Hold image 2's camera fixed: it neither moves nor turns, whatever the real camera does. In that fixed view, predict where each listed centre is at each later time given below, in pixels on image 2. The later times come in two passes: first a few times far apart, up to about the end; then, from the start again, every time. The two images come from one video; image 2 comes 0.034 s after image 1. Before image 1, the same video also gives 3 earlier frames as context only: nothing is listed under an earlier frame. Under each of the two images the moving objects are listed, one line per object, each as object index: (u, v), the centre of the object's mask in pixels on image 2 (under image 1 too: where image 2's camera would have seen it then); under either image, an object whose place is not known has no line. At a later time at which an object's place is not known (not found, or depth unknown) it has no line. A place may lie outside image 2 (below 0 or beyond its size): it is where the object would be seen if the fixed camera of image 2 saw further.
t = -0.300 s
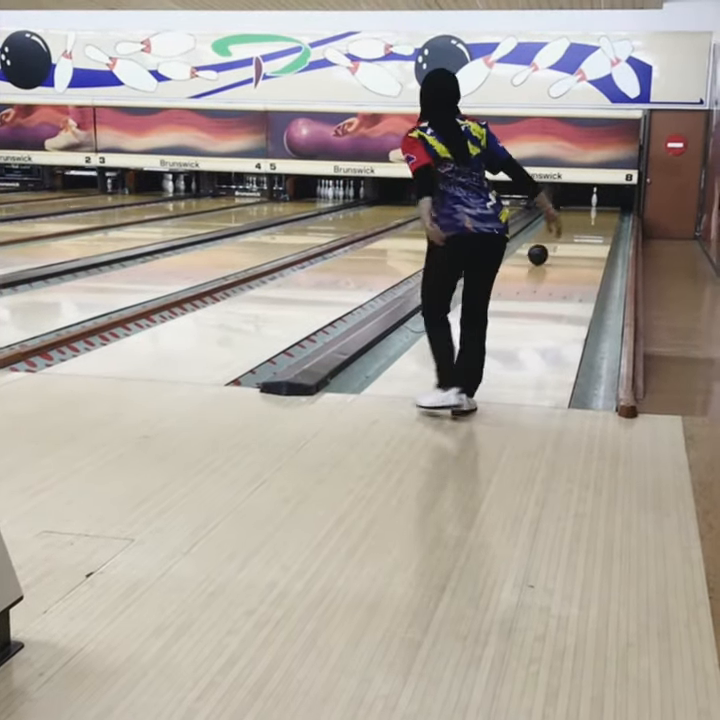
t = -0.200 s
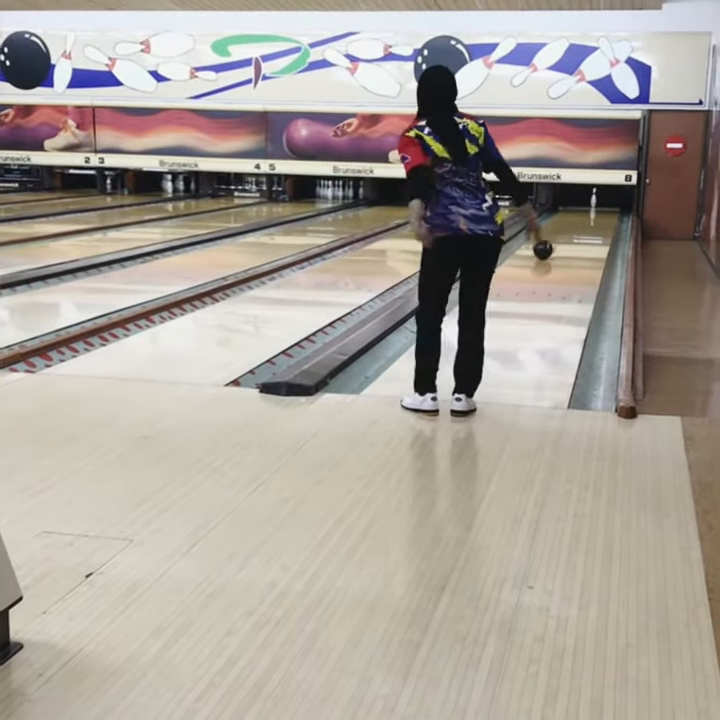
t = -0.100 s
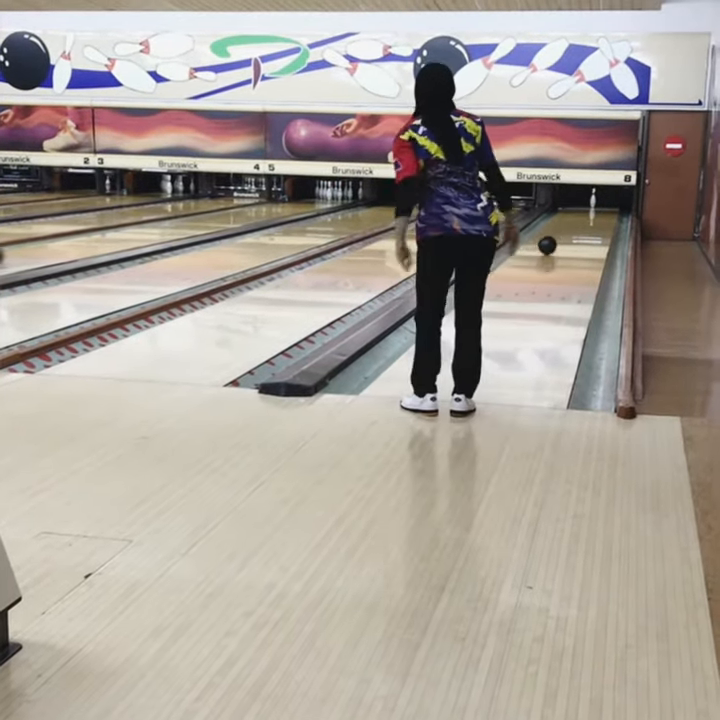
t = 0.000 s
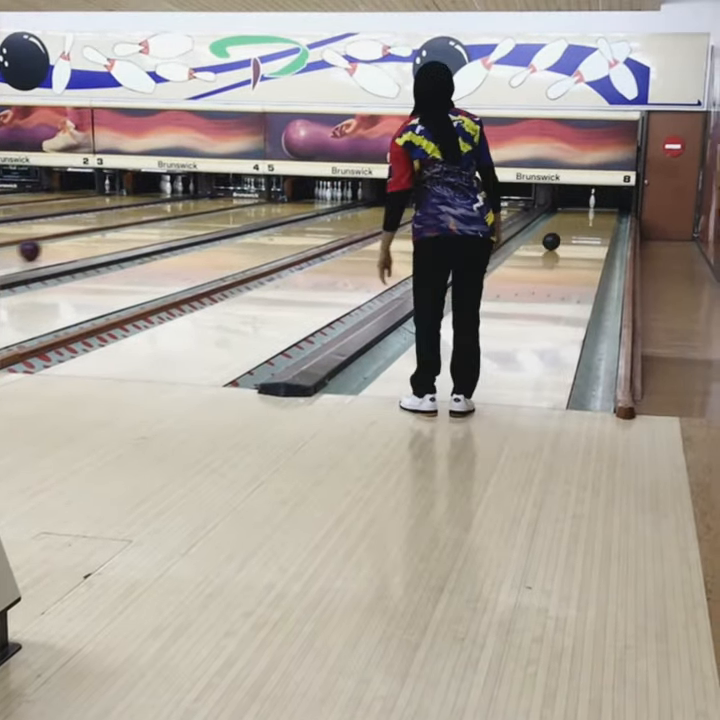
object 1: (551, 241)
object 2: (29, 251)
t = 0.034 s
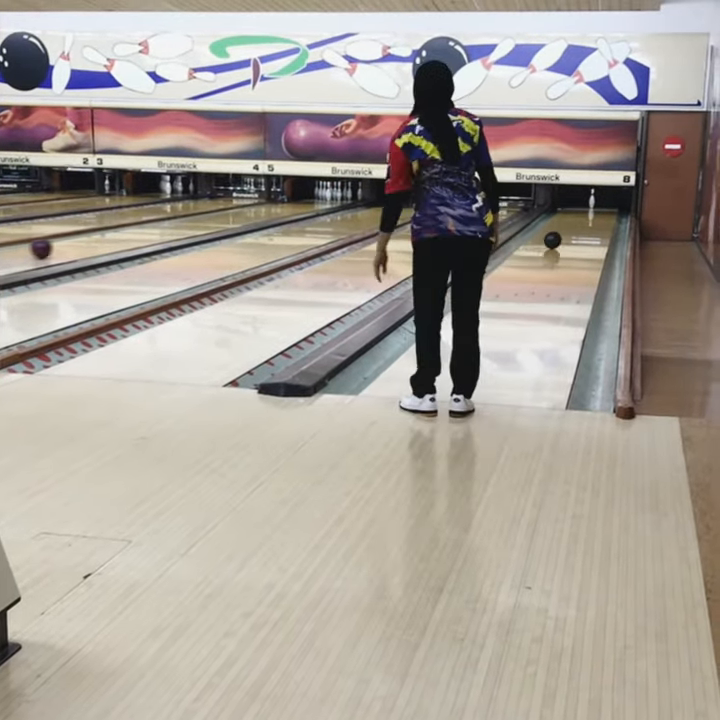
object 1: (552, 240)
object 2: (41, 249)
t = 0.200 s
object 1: (559, 234)
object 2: (93, 239)
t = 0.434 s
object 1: (568, 227)
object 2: (151, 229)
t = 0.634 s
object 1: (575, 222)
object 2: (190, 223)
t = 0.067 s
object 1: (554, 239)
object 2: (52, 247)
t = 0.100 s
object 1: (555, 238)
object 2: (63, 244)
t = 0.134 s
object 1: (556, 237)
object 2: (74, 242)
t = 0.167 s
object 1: (558, 235)
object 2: (84, 241)
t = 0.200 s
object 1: (559, 234)
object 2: (93, 239)
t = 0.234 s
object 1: (561, 233)
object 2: (102, 238)
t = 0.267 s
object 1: (562, 232)
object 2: (111, 236)
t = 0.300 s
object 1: (563, 231)
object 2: (120, 235)
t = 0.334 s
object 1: (565, 230)
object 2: (128, 233)
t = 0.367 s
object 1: (566, 229)
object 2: (136, 232)
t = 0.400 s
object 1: (567, 228)
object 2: (143, 231)
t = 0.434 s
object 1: (568, 227)
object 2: (151, 229)
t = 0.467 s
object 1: (570, 227)
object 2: (158, 228)
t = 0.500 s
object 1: (571, 226)
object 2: (165, 227)
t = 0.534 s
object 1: (572, 225)
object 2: (171, 226)
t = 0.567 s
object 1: (573, 224)
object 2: (178, 225)
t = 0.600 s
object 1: (574, 223)
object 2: (184, 224)
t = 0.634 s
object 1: (575, 222)
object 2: (190, 223)
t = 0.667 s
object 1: (576, 222)
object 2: (196, 222)
